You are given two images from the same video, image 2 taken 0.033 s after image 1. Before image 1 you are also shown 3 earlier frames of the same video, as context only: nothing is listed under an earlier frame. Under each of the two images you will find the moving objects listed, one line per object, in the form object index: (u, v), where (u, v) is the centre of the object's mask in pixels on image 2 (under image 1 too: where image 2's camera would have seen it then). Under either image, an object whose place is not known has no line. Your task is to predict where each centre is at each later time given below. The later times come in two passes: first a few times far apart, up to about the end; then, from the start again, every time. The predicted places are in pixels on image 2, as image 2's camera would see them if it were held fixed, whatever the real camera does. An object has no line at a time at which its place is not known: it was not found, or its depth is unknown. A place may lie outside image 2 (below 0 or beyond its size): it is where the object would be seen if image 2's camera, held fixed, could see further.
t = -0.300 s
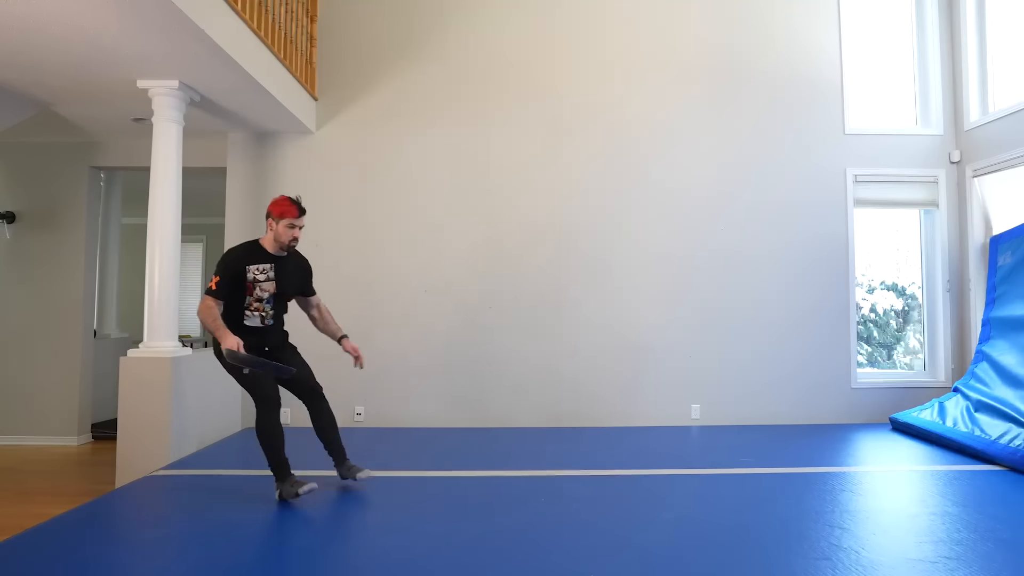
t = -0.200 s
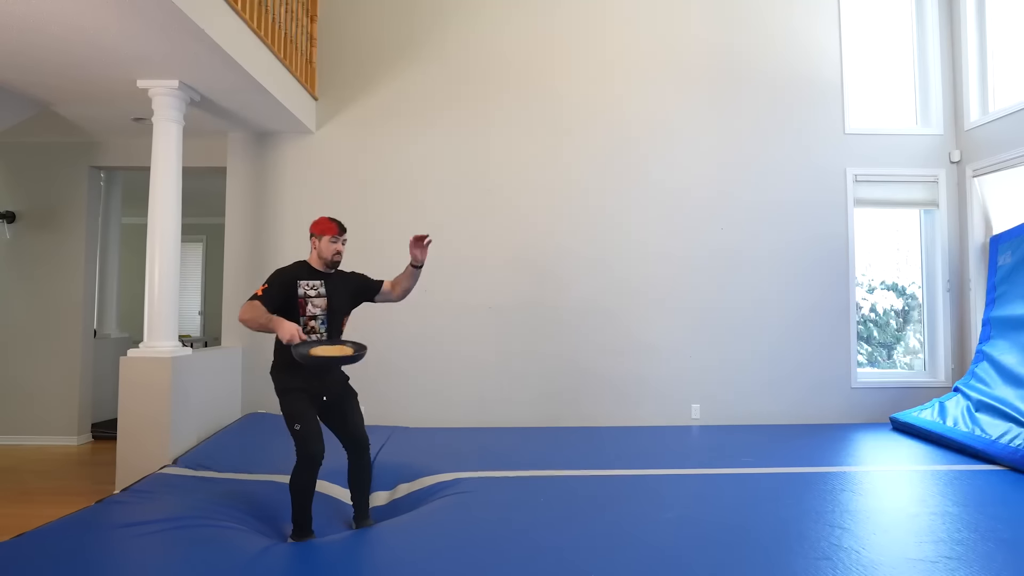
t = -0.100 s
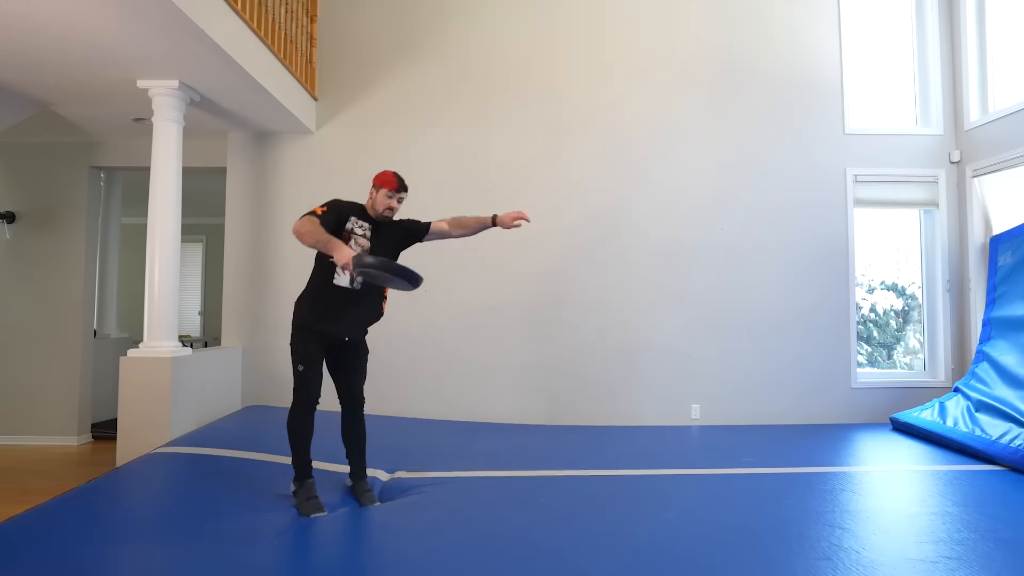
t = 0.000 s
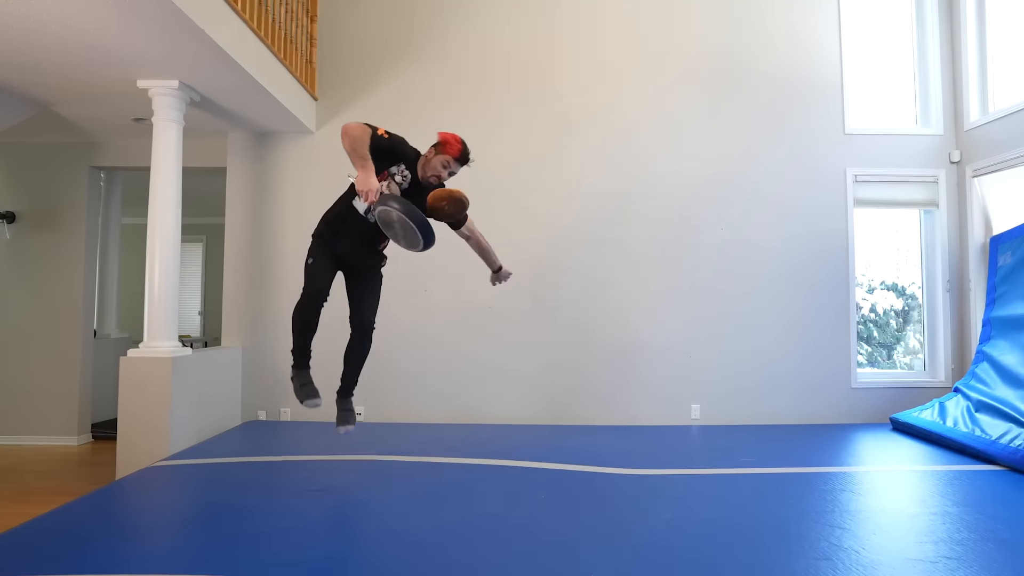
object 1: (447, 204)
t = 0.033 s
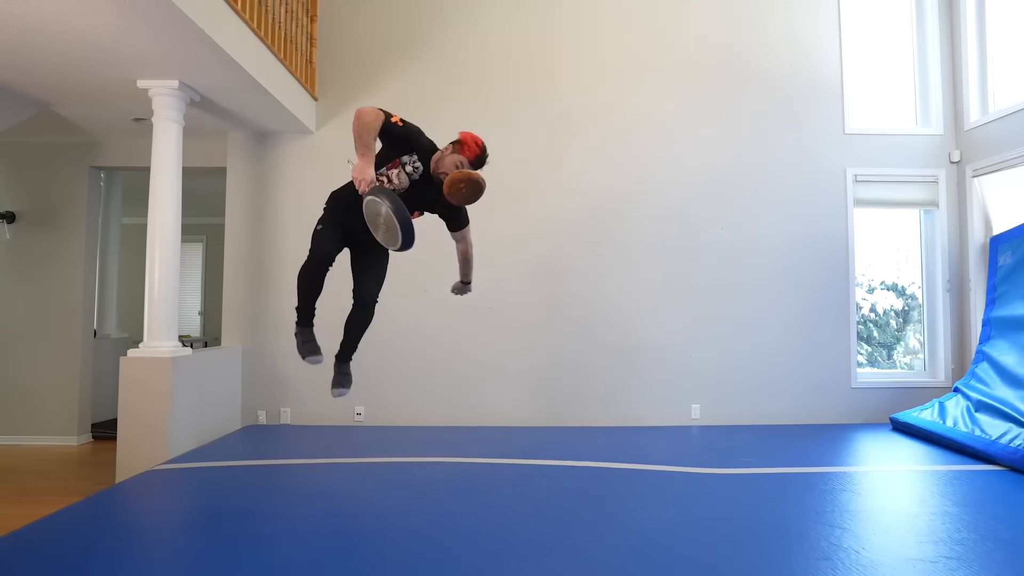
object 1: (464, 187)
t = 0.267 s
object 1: (575, 144)
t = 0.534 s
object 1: (689, 240)
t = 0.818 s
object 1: (796, 490)
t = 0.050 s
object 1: (473, 180)
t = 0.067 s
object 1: (481, 174)
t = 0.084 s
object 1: (489, 168)
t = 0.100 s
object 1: (497, 163)
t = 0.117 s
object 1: (505, 157)
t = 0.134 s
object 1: (513, 153)
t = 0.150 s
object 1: (521, 150)
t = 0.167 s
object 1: (528, 147)
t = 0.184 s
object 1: (536, 145)
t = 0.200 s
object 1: (544, 144)
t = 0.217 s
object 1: (552, 143)
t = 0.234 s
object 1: (560, 143)
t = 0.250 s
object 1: (567, 143)
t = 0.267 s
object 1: (575, 144)
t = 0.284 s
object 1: (583, 146)
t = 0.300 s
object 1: (590, 148)
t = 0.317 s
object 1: (598, 151)
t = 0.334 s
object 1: (605, 154)
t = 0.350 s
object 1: (613, 158)
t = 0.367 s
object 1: (620, 163)
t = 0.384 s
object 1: (627, 168)
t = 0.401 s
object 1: (634, 174)
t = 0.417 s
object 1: (641, 181)
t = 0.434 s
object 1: (648, 188)
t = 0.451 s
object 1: (655, 195)
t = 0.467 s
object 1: (662, 203)
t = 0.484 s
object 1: (669, 211)
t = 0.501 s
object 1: (676, 220)
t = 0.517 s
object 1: (683, 230)
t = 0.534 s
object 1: (689, 240)
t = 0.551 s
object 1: (696, 250)
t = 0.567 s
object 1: (702, 262)
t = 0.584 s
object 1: (709, 273)
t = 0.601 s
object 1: (715, 285)
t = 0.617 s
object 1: (722, 298)
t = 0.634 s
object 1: (728, 311)
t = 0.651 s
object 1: (734, 325)
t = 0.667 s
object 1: (741, 339)
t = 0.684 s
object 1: (747, 354)
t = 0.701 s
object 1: (753, 370)
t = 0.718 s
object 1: (760, 385)
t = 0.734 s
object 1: (766, 402)
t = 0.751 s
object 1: (772, 418)
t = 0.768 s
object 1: (778, 435)
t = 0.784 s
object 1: (784, 453)
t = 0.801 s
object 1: (790, 471)
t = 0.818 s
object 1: (796, 490)
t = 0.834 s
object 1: (799, 502)
